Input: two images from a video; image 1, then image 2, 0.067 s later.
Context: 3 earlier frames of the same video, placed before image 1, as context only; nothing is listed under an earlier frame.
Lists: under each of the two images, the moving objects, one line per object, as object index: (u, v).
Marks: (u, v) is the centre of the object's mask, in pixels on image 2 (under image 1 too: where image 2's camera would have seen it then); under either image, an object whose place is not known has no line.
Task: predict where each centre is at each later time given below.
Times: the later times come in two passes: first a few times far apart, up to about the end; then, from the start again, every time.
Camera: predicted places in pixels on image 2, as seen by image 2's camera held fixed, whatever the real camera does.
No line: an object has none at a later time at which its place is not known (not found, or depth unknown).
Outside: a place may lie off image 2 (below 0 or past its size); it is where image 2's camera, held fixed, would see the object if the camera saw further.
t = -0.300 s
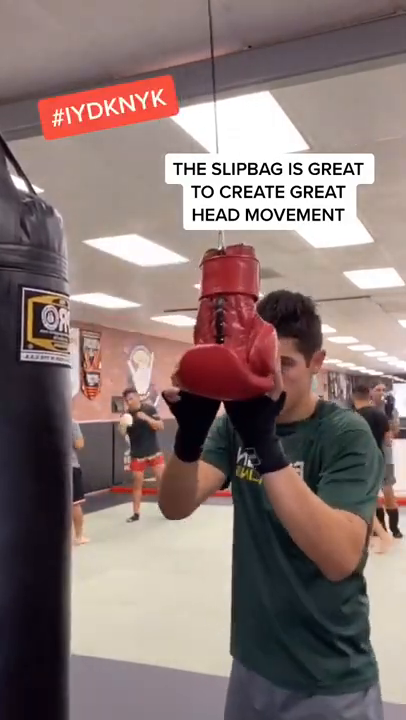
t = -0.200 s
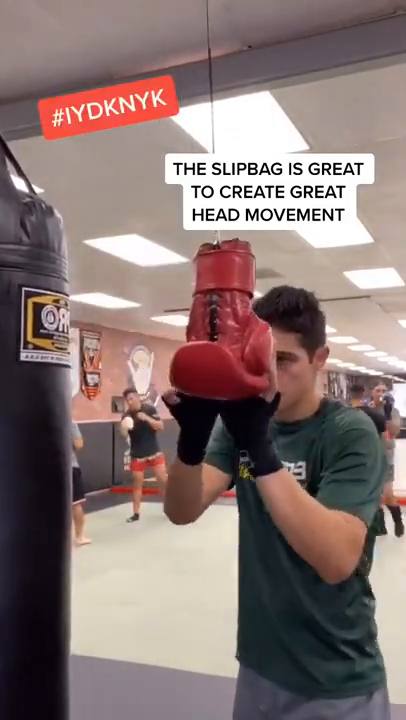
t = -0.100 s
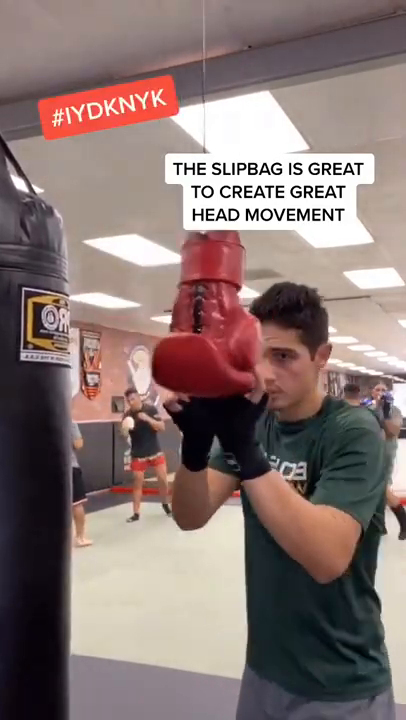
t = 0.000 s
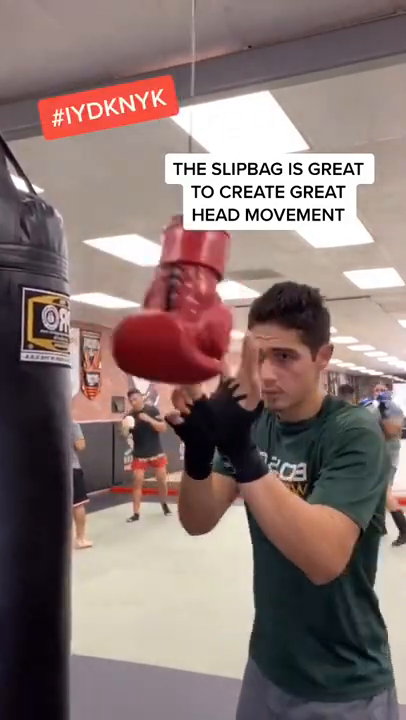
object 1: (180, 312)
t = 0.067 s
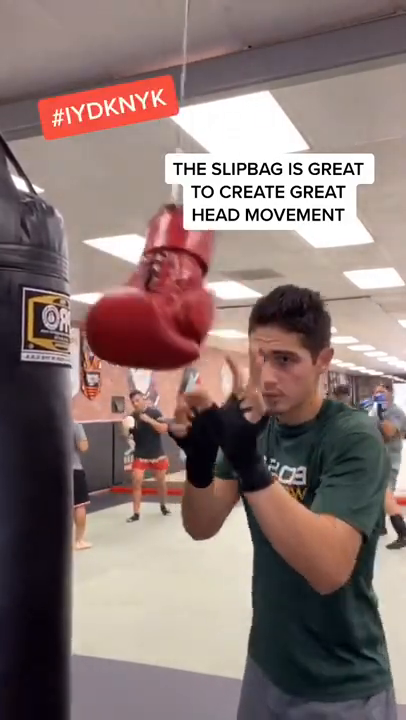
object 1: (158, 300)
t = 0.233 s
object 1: (115, 267)
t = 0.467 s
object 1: (100, 269)
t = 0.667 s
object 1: (140, 306)
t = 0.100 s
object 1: (147, 293)
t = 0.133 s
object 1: (138, 284)
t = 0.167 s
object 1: (129, 278)
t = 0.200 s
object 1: (121, 272)
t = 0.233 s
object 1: (115, 267)
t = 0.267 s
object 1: (109, 263)
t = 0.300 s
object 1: (104, 261)
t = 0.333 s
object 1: (100, 260)
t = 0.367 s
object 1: (98, 261)
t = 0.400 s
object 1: (97, 262)
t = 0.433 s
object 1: (98, 265)
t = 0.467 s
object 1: (100, 269)
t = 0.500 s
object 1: (104, 274)
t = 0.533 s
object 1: (110, 280)
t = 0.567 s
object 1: (117, 287)
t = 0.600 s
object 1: (123, 293)
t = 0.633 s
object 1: (131, 300)
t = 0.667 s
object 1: (140, 306)
